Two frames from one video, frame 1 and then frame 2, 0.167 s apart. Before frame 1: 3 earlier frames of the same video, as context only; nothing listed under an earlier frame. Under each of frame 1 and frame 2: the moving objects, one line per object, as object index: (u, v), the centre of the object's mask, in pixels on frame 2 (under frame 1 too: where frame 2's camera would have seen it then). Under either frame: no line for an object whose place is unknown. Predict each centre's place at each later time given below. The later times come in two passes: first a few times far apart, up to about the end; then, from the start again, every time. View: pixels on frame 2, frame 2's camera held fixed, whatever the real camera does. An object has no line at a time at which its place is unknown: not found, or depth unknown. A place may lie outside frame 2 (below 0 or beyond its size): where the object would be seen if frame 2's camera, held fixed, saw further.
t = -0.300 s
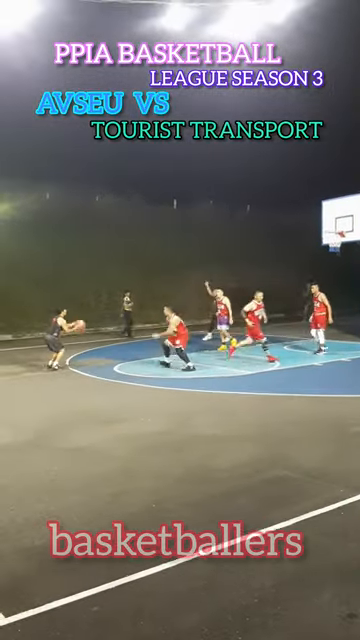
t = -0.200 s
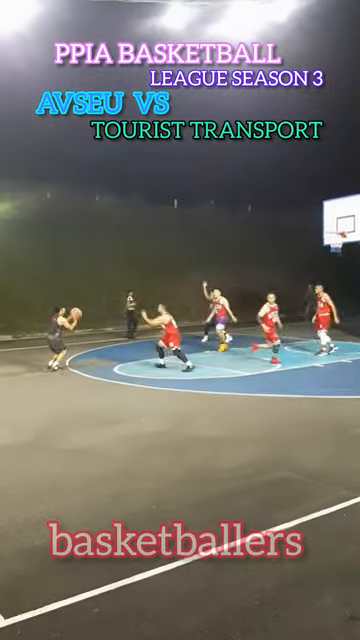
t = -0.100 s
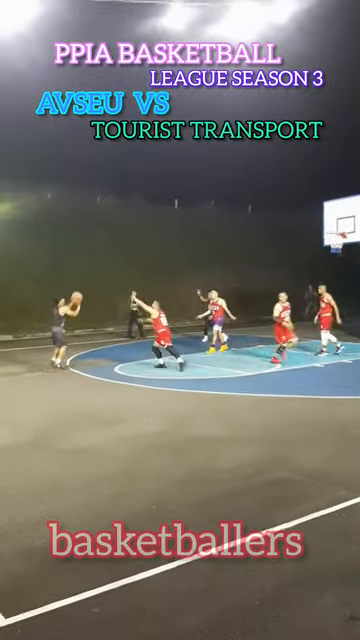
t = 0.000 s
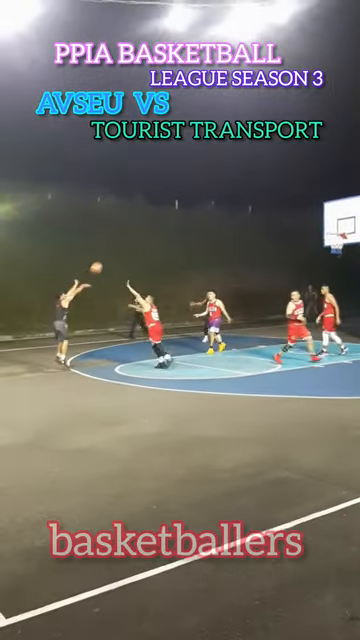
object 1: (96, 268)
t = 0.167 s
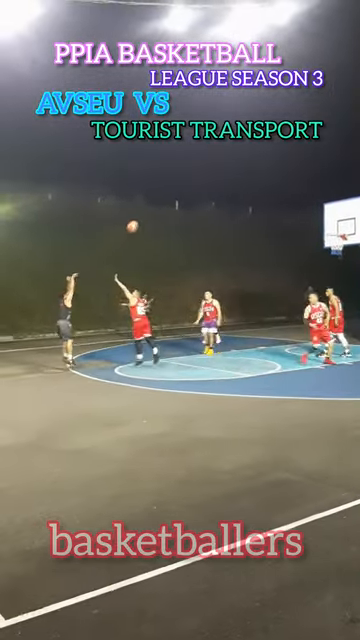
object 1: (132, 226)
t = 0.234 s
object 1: (146, 214)
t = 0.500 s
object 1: (200, 182)
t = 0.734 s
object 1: (242, 178)
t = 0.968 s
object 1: (285, 196)
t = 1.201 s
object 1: (324, 233)
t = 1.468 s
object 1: (335, 255)
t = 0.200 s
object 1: (139, 220)
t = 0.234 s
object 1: (146, 214)
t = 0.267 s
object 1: (153, 208)
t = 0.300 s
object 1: (160, 203)
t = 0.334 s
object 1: (167, 198)
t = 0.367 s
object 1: (173, 194)
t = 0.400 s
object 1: (180, 190)
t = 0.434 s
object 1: (186, 187)
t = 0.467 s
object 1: (193, 184)
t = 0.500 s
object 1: (200, 182)
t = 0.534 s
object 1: (206, 180)
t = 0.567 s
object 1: (212, 179)
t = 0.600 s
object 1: (218, 178)
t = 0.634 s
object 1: (225, 177)
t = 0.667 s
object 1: (231, 177)
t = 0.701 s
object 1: (236, 177)
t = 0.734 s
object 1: (242, 178)
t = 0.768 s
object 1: (248, 180)
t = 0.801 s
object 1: (254, 182)
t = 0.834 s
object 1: (261, 183)
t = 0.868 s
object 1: (267, 186)
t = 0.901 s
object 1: (273, 189)
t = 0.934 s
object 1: (278, 192)
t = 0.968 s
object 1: (285, 196)
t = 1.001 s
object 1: (291, 200)
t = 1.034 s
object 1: (297, 205)
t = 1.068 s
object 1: (302, 209)
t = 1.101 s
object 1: (307, 215)
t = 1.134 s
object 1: (312, 220)
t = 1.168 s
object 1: (318, 225)
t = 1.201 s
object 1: (324, 233)
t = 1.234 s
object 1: (330, 240)
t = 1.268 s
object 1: (334, 245)
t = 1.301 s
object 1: (337, 246)
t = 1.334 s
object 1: (337, 246)
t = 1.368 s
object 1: (337, 249)
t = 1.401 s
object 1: (337, 249)
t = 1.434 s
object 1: (335, 253)
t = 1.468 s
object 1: (335, 255)
